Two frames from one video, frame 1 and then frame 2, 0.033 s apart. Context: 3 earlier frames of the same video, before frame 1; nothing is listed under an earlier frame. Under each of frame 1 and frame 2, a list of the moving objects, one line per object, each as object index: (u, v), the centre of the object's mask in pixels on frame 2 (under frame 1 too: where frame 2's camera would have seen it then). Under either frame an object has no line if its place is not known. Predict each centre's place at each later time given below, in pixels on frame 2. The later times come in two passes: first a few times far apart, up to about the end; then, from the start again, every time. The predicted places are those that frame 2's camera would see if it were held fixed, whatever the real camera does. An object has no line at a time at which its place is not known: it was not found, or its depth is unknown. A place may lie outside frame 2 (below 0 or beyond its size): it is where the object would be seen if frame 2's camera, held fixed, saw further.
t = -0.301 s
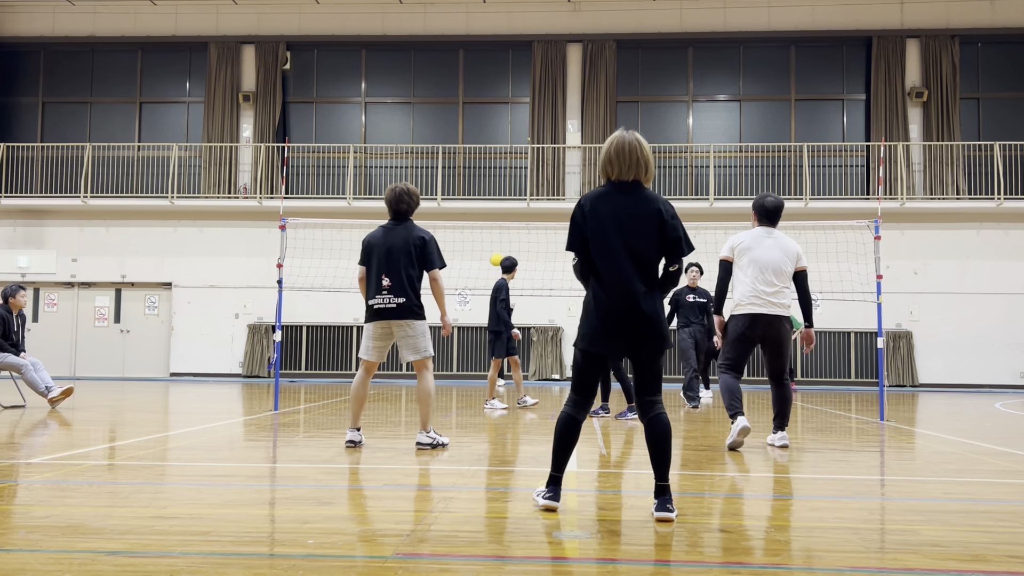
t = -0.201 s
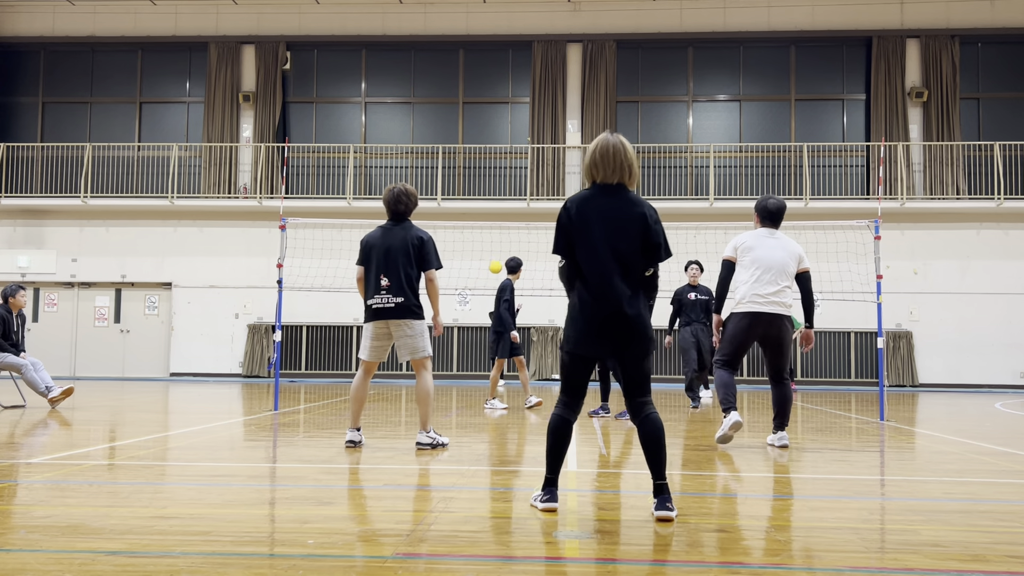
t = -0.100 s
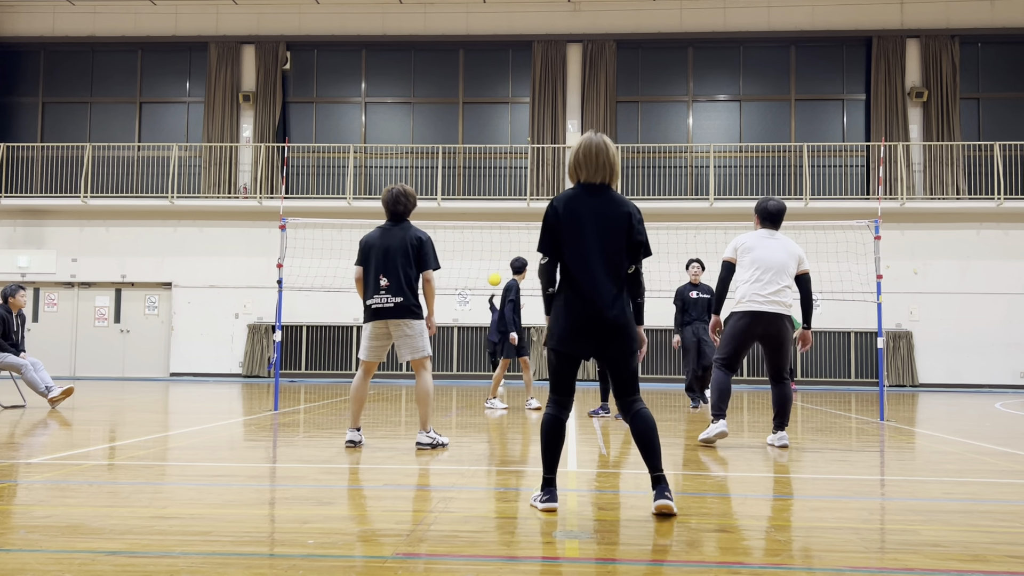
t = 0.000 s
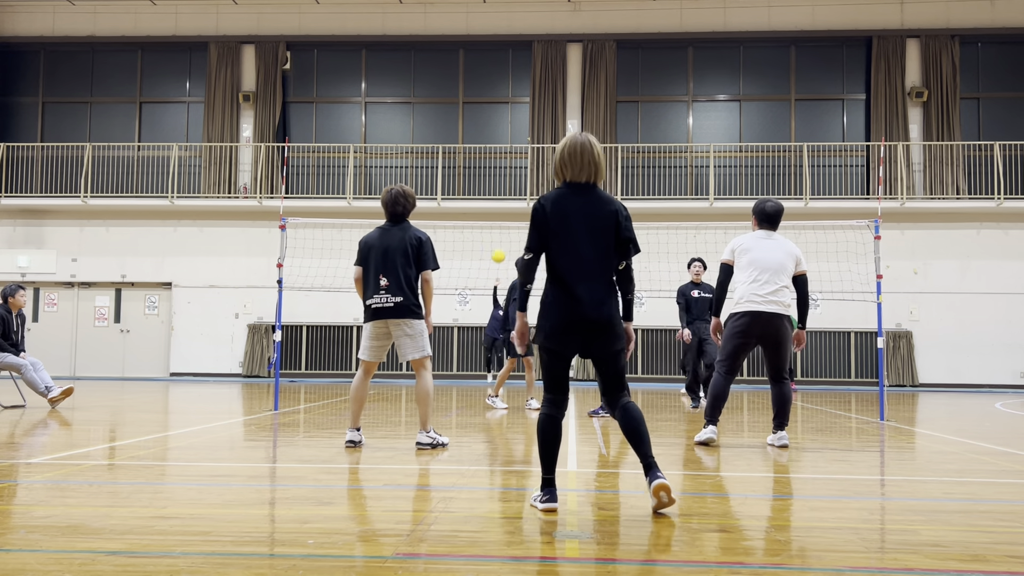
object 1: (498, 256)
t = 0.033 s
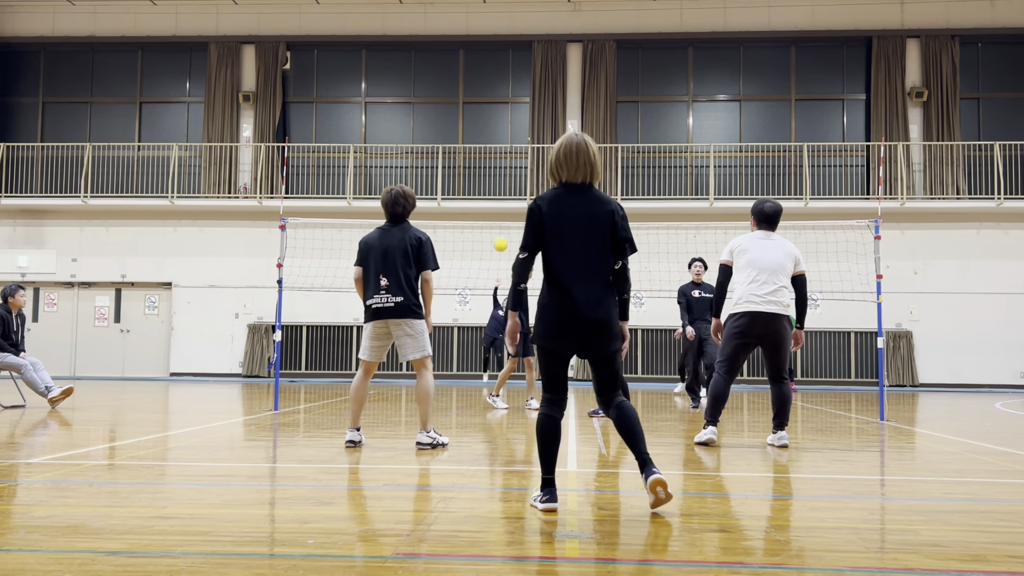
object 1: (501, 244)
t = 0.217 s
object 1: (511, 186)
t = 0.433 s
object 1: (520, 141)
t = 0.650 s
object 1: (531, 128)
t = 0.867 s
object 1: (545, 158)
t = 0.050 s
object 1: (502, 239)
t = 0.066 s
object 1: (502, 233)
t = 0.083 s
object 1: (503, 227)
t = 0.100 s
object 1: (505, 221)
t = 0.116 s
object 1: (505, 215)
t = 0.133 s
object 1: (506, 211)
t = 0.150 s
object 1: (507, 205)
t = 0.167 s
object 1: (508, 200)
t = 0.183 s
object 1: (509, 195)
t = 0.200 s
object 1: (510, 190)
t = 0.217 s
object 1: (511, 186)
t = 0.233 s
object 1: (511, 181)
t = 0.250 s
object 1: (512, 177)
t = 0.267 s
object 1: (513, 173)
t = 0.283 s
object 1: (514, 169)
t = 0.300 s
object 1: (515, 165)
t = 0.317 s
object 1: (516, 162)
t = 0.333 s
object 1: (516, 158)
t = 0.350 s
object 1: (517, 155)
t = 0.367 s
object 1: (517, 152)
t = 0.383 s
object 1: (518, 149)
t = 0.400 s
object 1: (519, 146)
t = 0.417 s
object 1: (519, 144)
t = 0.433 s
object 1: (520, 141)
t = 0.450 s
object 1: (520, 139)
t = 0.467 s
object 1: (521, 137)
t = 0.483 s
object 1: (521, 135)
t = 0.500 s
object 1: (522, 133)
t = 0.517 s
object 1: (523, 132)
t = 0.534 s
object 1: (524, 131)
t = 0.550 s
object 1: (525, 130)
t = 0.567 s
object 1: (526, 129)
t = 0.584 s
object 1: (527, 128)
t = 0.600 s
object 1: (528, 128)
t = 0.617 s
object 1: (529, 127)
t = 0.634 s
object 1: (530, 128)
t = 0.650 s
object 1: (531, 128)
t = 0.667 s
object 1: (532, 129)
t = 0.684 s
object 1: (533, 129)
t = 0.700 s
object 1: (534, 131)
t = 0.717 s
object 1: (535, 132)
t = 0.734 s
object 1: (536, 133)
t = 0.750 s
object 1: (537, 136)
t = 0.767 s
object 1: (538, 138)
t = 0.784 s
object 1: (540, 141)
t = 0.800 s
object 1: (541, 143)
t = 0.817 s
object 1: (542, 147)
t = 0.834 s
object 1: (543, 150)
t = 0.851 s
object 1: (544, 154)
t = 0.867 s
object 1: (545, 158)
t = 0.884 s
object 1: (545, 162)
